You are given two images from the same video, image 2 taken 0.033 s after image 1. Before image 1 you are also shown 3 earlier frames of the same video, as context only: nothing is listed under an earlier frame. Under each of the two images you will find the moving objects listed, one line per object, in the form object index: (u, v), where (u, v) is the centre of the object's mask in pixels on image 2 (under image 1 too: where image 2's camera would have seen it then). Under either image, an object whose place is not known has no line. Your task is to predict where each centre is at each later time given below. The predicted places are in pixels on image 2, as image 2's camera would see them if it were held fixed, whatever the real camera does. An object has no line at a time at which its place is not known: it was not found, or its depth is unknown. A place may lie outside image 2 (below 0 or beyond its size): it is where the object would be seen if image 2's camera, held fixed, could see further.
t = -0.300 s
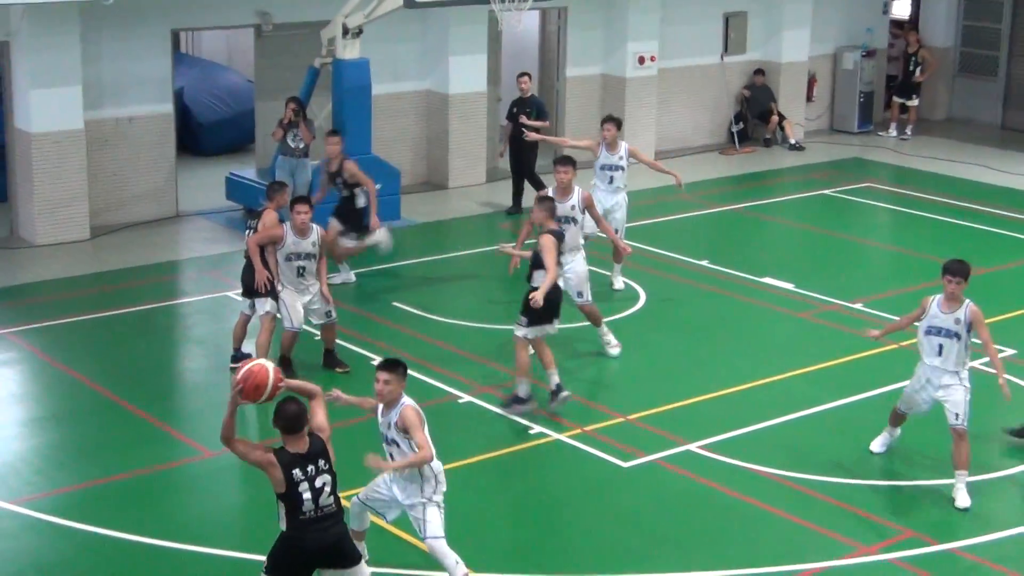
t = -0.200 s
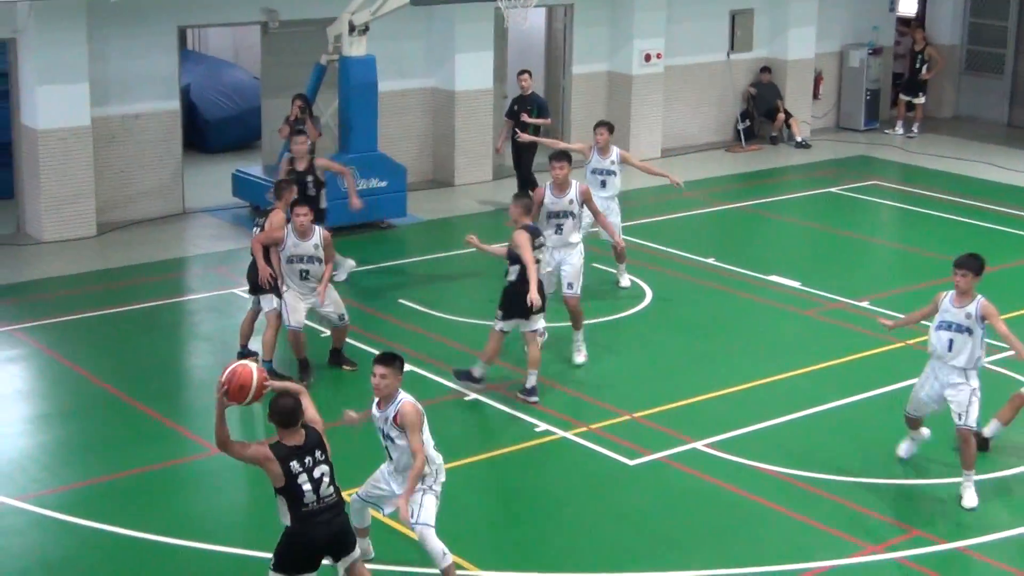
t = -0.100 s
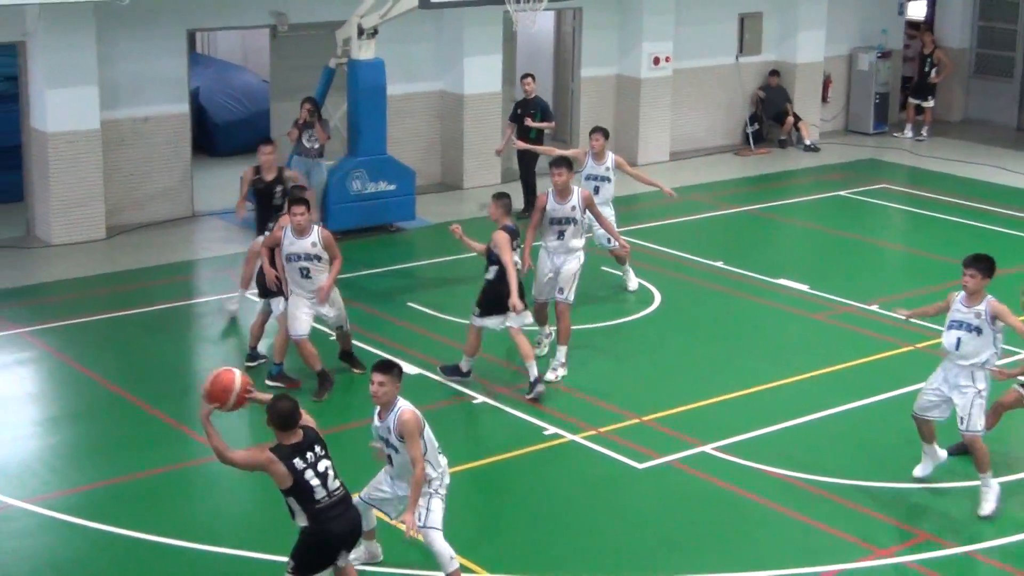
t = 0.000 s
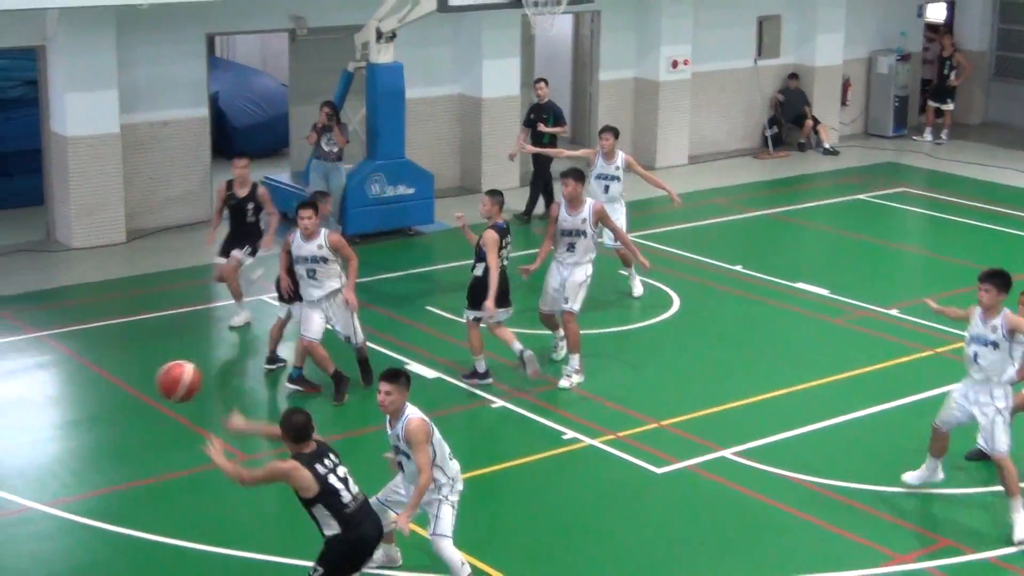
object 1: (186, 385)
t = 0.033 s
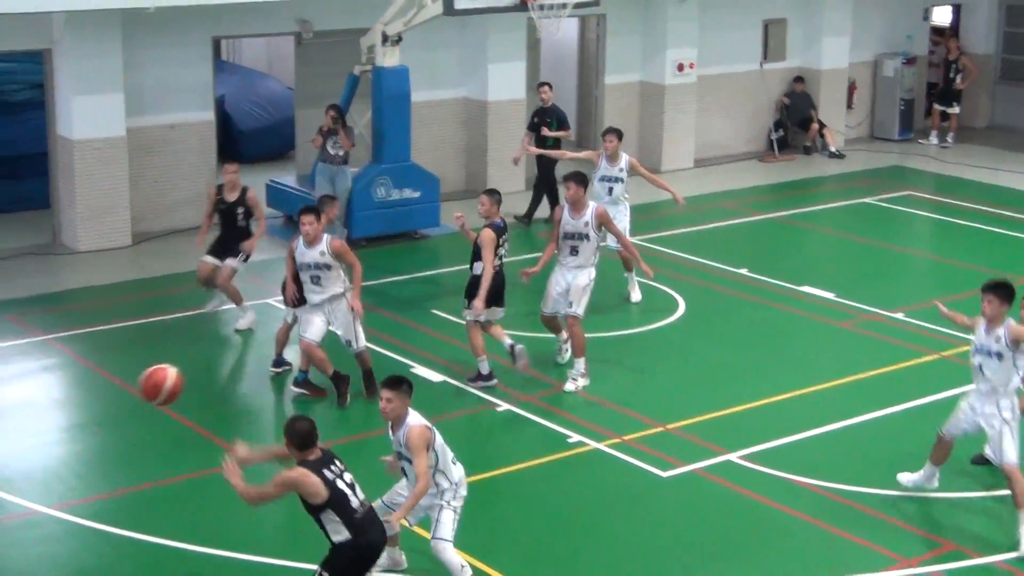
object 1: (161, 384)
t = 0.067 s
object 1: (139, 386)
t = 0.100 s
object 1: (117, 390)
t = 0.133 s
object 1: (97, 396)
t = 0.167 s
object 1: (78, 402)
